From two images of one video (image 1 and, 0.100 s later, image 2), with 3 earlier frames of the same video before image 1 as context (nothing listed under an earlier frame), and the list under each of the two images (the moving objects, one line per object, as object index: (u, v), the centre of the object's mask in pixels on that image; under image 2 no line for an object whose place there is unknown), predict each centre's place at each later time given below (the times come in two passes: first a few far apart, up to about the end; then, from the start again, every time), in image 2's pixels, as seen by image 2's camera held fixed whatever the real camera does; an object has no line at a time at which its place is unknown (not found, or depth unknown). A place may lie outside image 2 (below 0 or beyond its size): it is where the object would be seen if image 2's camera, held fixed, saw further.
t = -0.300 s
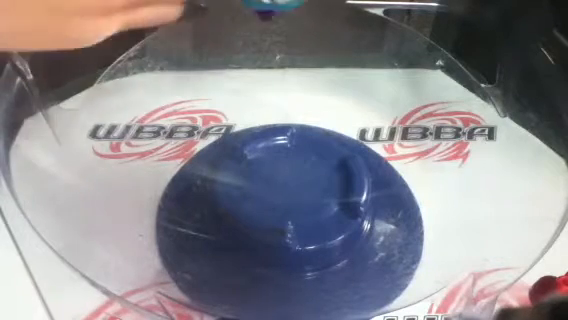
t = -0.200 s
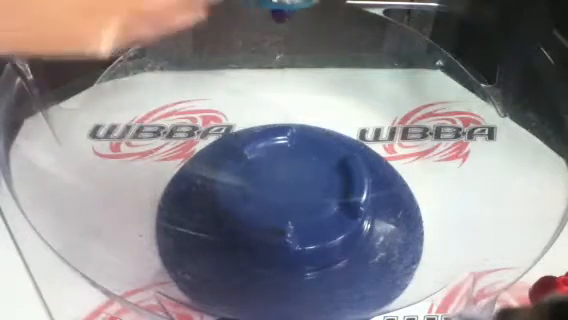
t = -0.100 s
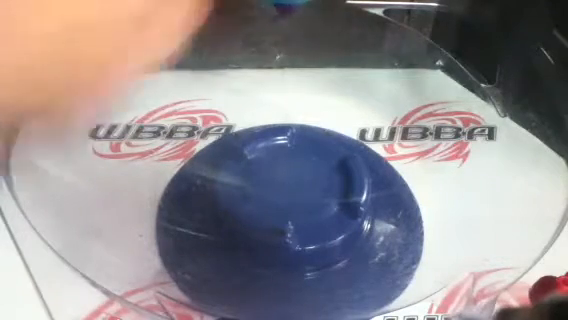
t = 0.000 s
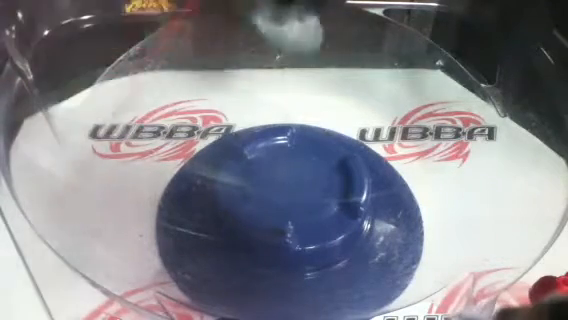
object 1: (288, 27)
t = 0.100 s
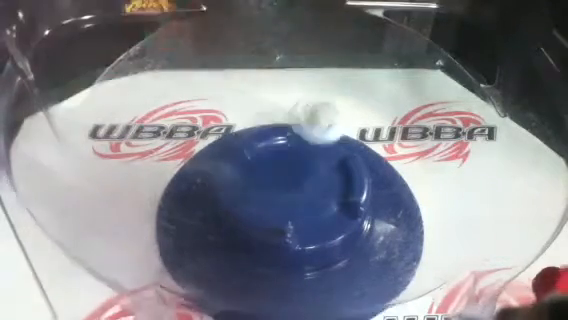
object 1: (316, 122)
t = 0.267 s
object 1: (362, 164)
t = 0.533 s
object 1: (303, 181)
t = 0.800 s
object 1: (289, 165)
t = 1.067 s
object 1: (310, 181)
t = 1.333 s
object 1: (322, 184)
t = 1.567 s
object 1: (319, 182)
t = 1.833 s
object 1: (304, 176)
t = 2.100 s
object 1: (286, 166)
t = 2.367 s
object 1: (277, 154)
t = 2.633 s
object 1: (278, 145)
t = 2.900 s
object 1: (289, 142)
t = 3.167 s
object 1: (305, 147)
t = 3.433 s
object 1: (317, 159)
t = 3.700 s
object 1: (320, 172)
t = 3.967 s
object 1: (313, 177)
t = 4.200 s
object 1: (296, 179)
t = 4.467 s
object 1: (279, 174)
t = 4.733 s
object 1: (272, 163)
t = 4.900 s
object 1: (273, 156)
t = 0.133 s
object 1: (328, 117)
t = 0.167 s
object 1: (343, 126)
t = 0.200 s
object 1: (357, 143)
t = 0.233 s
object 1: (361, 156)
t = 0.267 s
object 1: (362, 164)
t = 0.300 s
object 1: (362, 170)
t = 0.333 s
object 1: (358, 176)
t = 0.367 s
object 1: (352, 182)
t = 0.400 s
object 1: (345, 185)
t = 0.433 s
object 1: (335, 186)
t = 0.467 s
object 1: (324, 185)
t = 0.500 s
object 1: (314, 184)
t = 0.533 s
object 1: (303, 181)
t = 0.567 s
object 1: (294, 178)
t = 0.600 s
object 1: (288, 174)
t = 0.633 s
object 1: (283, 171)
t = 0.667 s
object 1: (281, 167)
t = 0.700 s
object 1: (281, 165)
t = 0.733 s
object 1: (283, 164)
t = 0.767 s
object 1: (286, 164)
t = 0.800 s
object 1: (289, 165)
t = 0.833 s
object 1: (292, 166)
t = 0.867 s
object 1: (295, 170)
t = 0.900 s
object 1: (298, 172)
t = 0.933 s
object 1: (301, 174)
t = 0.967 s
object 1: (304, 176)
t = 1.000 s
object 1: (306, 178)
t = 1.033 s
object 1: (309, 180)
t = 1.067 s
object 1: (310, 181)
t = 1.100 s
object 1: (313, 182)
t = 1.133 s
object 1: (315, 183)
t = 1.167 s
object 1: (317, 184)
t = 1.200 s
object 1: (319, 184)
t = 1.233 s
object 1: (320, 185)
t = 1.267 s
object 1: (321, 184)
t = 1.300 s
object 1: (321, 184)
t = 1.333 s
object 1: (322, 184)
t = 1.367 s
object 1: (322, 183)
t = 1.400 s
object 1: (322, 183)
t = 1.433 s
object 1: (322, 183)
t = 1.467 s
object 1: (321, 182)
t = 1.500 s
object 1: (321, 182)
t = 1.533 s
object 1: (320, 182)
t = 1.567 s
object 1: (319, 182)
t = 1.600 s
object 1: (319, 182)
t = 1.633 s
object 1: (317, 181)
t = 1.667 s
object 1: (316, 180)
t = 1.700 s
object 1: (314, 179)
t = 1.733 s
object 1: (312, 178)
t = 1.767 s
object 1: (310, 177)
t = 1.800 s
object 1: (307, 176)
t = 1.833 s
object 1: (304, 176)
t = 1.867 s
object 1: (302, 175)
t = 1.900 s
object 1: (299, 174)
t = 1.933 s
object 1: (297, 172)
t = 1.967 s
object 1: (295, 171)
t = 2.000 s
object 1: (292, 170)
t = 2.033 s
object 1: (290, 168)
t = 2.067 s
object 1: (288, 167)
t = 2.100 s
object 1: (286, 166)
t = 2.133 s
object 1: (284, 163)
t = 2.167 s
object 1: (283, 162)
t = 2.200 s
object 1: (282, 161)
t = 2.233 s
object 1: (281, 160)
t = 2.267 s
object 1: (279, 158)
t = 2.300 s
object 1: (279, 157)
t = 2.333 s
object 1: (278, 155)
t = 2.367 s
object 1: (277, 154)
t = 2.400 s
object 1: (277, 152)
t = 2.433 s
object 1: (277, 151)
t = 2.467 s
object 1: (276, 150)
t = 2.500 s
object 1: (276, 149)
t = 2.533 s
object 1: (277, 148)
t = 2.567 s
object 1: (277, 147)
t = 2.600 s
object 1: (278, 146)
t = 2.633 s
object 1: (278, 145)
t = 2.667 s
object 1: (279, 144)
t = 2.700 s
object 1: (280, 143)
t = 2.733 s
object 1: (282, 143)
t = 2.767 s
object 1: (283, 142)
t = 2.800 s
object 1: (284, 142)
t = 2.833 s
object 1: (286, 142)
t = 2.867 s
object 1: (288, 142)
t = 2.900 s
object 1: (289, 142)
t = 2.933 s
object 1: (291, 142)
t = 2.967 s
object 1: (293, 142)
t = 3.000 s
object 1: (295, 143)
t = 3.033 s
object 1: (297, 144)
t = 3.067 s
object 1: (299, 144)
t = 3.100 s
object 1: (301, 145)
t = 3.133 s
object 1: (303, 146)
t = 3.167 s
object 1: (305, 147)
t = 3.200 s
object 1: (307, 148)
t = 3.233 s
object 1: (309, 149)
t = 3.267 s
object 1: (310, 151)
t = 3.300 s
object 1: (312, 152)
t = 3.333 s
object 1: (313, 154)
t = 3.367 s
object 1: (315, 155)
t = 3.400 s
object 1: (316, 157)
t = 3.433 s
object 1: (317, 159)
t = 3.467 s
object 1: (318, 160)
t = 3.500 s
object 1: (319, 162)
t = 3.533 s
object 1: (320, 164)
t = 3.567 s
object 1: (320, 166)
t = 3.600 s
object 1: (320, 168)
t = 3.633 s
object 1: (320, 169)
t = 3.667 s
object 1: (320, 171)
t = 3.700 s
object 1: (320, 172)
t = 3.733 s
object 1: (320, 173)
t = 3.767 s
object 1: (320, 174)
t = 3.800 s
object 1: (319, 174)
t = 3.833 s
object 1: (318, 175)
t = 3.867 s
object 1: (317, 176)
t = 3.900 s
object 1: (316, 176)
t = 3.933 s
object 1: (314, 176)
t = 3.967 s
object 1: (313, 177)
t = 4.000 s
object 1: (311, 177)
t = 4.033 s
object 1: (308, 178)
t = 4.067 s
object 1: (306, 178)
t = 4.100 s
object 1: (304, 179)
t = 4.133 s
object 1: (301, 179)
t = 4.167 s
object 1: (299, 179)
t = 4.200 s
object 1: (296, 179)
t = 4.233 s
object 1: (294, 178)
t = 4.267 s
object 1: (292, 178)
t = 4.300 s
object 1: (289, 178)
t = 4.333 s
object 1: (287, 177)
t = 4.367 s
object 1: (285, 177)
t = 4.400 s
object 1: (283, 176)
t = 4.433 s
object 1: (281, 175)
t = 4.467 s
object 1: (279, 174)
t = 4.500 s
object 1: (278, 173)
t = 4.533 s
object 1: (276, 172)
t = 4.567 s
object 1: (275, 170)
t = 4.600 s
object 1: (274, 169)
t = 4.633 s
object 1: (273, 167)
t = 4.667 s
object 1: (272, 166)
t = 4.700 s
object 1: (272, 164)
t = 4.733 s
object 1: (272, 163)
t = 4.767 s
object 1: (272, 162)
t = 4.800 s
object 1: (272, 160)
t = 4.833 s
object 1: (272, 159)
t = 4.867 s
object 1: (273, 158)
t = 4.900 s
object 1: (273, 156)
